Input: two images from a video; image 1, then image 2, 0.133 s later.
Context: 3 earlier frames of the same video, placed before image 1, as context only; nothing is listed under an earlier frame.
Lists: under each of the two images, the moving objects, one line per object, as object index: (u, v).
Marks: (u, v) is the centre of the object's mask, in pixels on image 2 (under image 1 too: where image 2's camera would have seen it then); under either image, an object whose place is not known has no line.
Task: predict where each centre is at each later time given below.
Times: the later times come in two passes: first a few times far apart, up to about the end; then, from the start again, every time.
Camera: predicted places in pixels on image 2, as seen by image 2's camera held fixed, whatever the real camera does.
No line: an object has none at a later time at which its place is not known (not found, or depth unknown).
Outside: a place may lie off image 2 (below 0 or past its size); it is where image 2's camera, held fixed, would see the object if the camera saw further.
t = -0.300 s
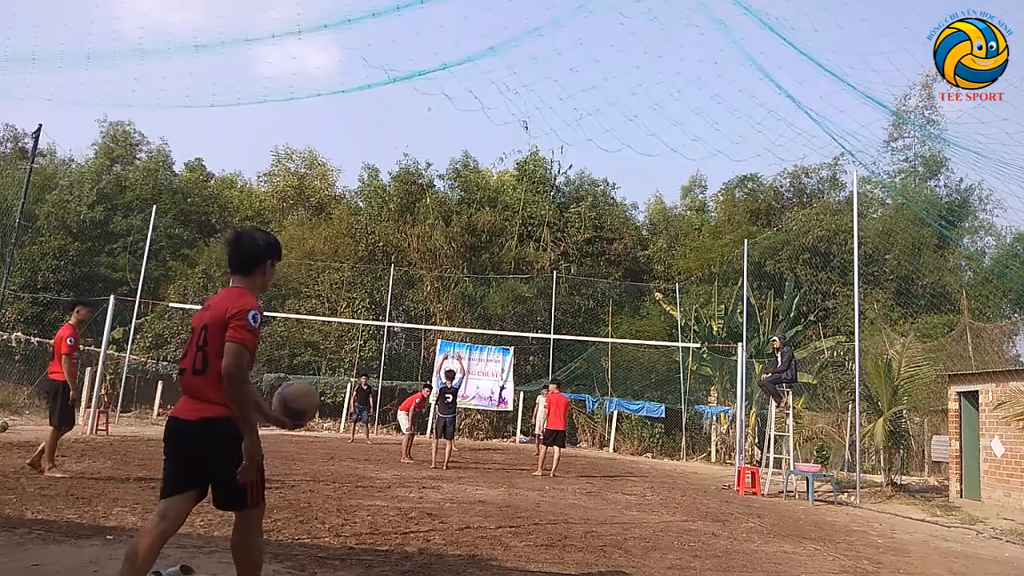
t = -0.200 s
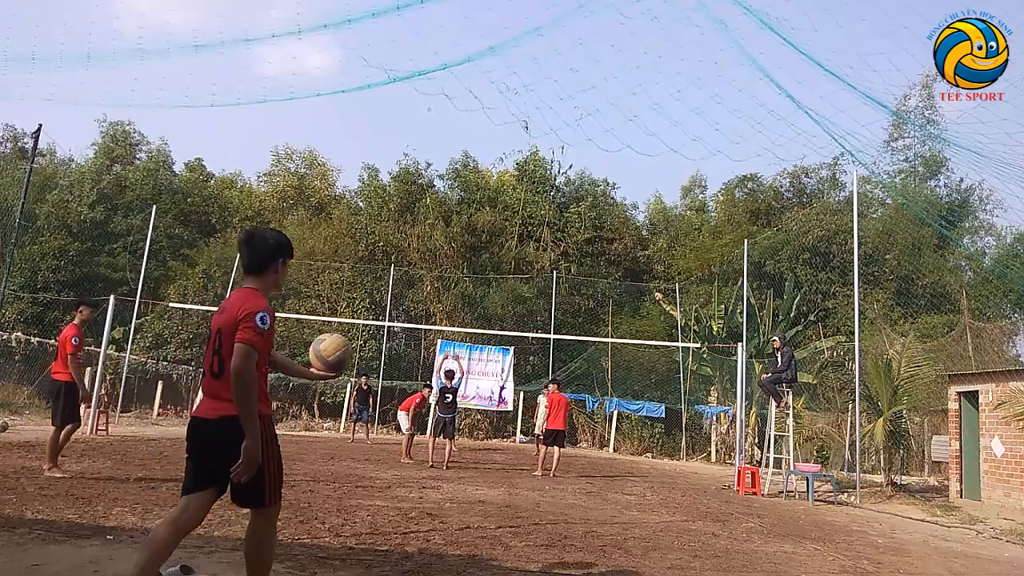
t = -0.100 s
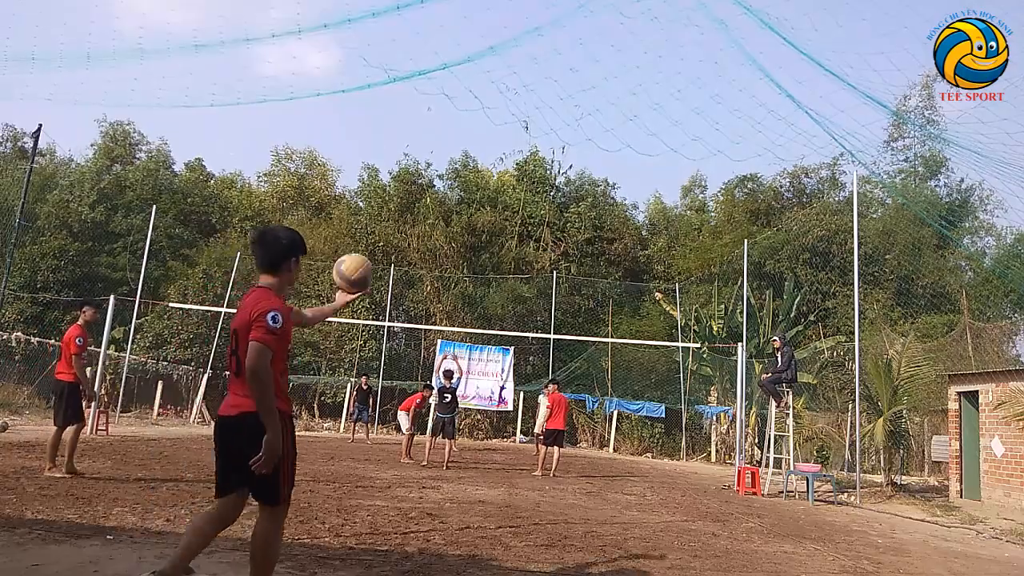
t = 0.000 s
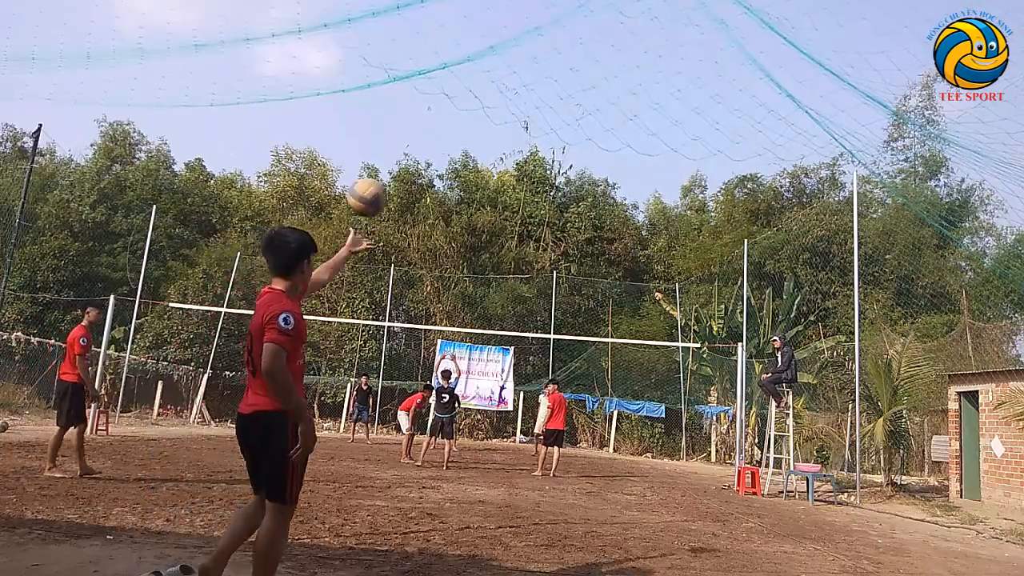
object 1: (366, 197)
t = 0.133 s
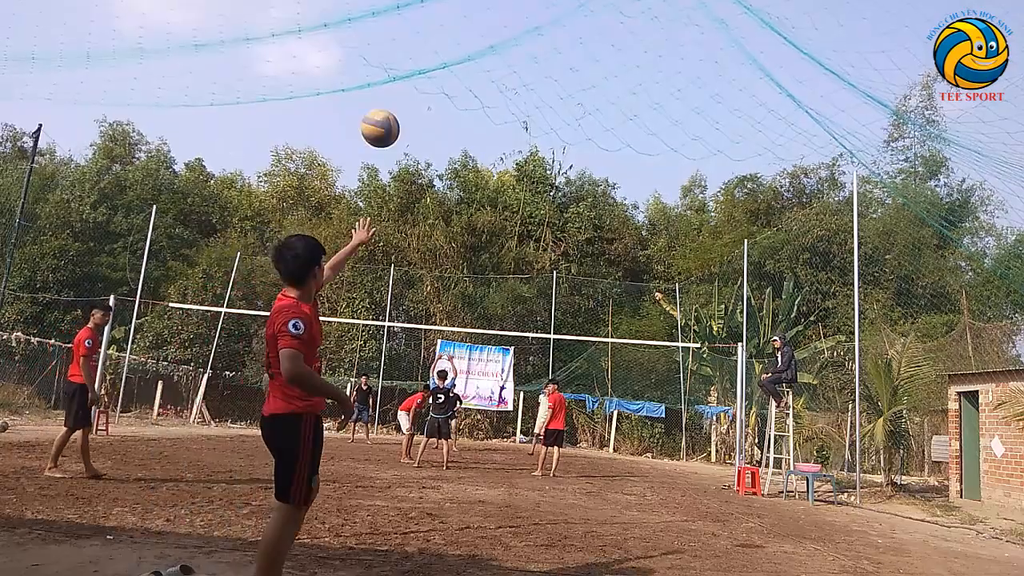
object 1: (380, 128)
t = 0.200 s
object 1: (385, 106)
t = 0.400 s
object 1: (393, 84)
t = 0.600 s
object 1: (395, 129)
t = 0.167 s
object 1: (382, 116)
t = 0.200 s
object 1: (385, 106)
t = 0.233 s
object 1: (387, 99)
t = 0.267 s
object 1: (388, 92)
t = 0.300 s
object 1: (390, 87)
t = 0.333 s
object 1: (391, 84)
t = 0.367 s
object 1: (392, 84)
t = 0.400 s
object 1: (393, 84)
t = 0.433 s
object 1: (394, 88)
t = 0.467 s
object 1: (395, 92)
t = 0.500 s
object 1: (395, 99)
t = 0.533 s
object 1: (395, 107)
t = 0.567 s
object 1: (395, 117)
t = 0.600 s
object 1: (395, 129)
